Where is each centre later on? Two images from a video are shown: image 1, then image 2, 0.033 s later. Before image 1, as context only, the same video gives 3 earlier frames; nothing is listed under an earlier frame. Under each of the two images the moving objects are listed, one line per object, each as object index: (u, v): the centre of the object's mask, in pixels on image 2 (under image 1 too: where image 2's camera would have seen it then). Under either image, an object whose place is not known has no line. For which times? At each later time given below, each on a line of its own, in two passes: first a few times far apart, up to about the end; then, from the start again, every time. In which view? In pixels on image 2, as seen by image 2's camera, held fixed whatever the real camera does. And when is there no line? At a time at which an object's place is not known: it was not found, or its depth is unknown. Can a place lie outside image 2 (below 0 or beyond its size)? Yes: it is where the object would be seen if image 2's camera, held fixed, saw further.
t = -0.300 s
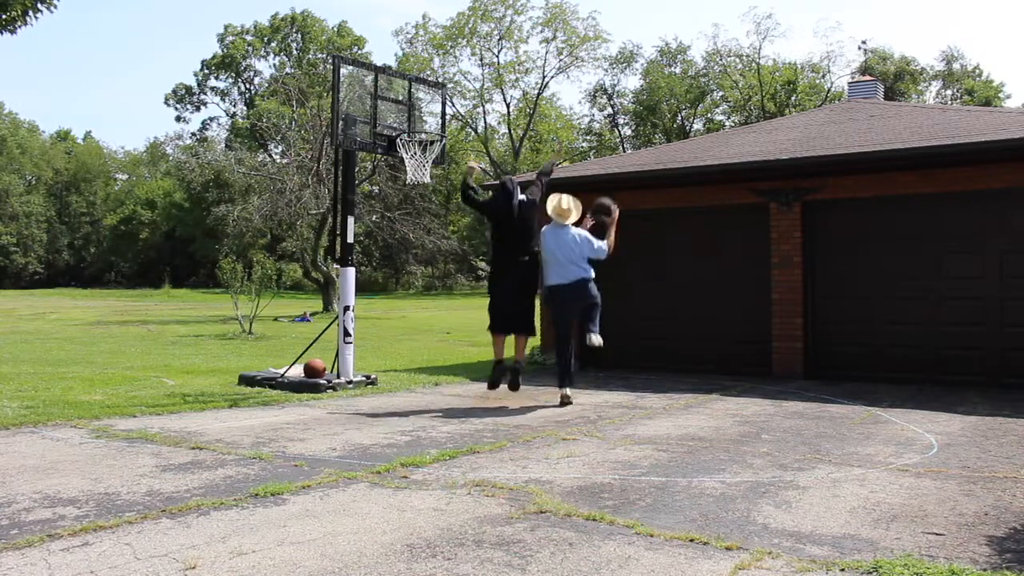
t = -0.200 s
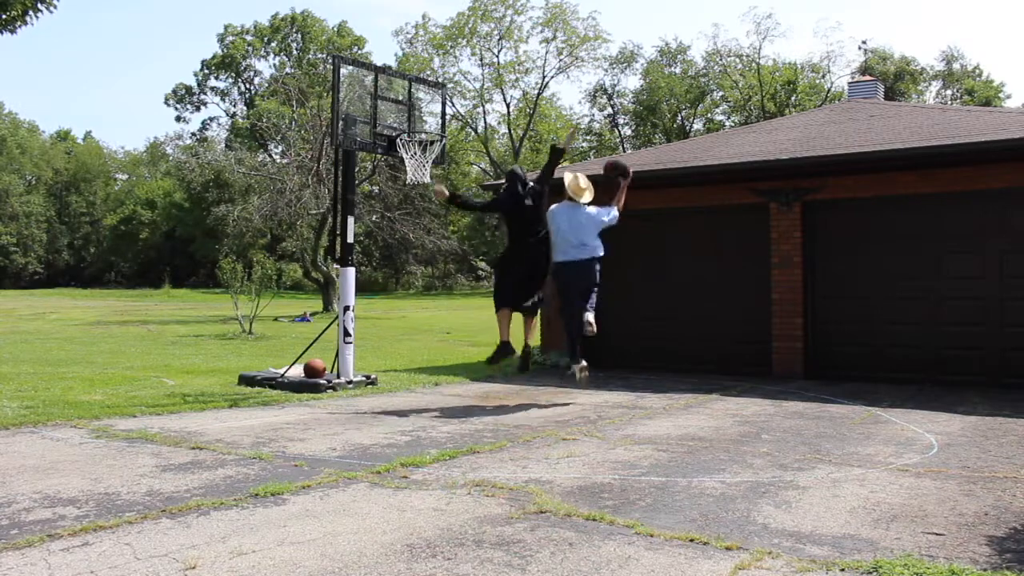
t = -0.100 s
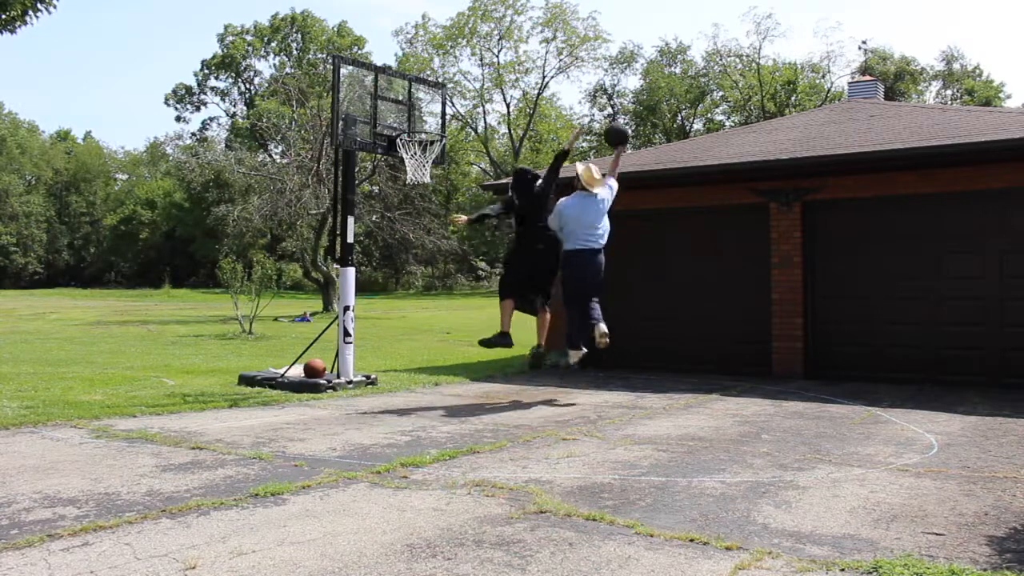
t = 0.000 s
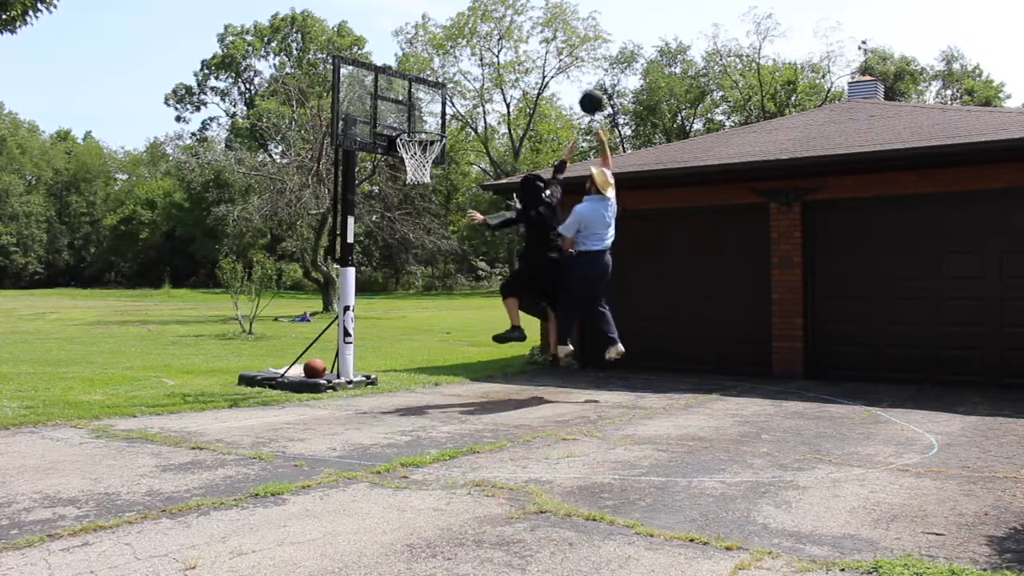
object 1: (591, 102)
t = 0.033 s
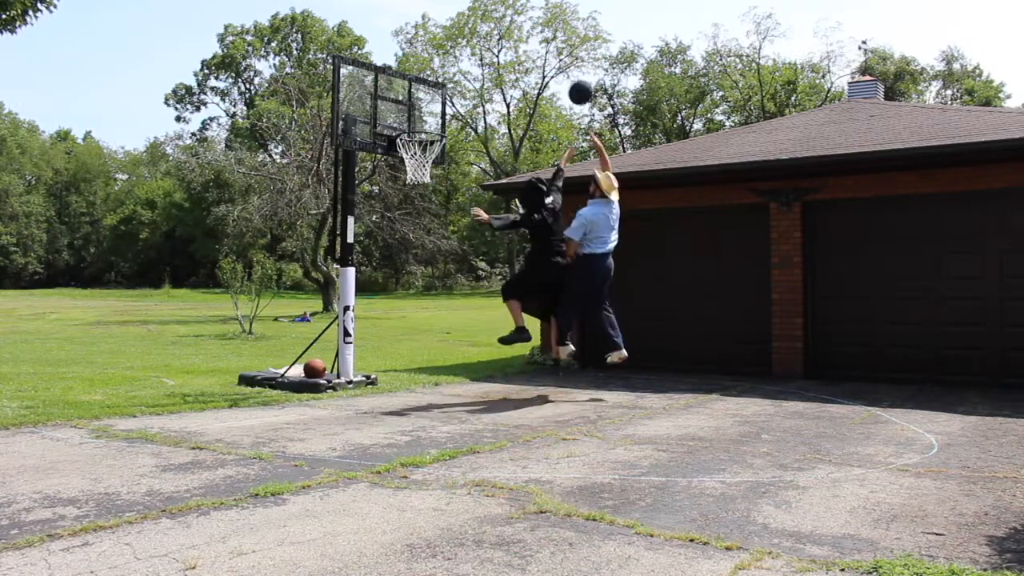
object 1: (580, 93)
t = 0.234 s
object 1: (515, 61)
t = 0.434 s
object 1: (452, 70)
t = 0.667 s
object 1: (408, 123)
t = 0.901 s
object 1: (434, 177)
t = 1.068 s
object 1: (451, 225)
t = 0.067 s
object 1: (569, 84)
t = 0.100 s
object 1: (558, 77)
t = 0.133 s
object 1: (547, 71)
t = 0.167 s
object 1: (536, 67)
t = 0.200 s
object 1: (525, 63)
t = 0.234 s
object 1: (515, 61)
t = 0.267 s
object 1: (504, 60)
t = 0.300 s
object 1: (494, 60)
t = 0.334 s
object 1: (483, 61)
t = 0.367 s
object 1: (473, 63)
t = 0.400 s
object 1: (462, 66)
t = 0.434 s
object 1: (452, 70)
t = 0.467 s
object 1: (442, 76)
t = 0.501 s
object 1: (431, 83)
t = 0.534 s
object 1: (421, 89)
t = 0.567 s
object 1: (412, 99)
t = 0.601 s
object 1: (403, 108)
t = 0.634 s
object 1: (404, 115)
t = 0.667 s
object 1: (408, 123)
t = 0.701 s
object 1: (412, 129)
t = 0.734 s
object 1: (416, 143)
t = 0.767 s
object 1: (419, 150)
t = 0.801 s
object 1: (421, 158)
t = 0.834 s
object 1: (425, 170)
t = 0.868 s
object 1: (429, 173)
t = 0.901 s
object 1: (434, 177)
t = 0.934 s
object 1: (436, 184)
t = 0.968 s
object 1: (440, 192)
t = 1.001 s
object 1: (443, 202)
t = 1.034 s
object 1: (447, 213)
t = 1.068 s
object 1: (451, 225)
